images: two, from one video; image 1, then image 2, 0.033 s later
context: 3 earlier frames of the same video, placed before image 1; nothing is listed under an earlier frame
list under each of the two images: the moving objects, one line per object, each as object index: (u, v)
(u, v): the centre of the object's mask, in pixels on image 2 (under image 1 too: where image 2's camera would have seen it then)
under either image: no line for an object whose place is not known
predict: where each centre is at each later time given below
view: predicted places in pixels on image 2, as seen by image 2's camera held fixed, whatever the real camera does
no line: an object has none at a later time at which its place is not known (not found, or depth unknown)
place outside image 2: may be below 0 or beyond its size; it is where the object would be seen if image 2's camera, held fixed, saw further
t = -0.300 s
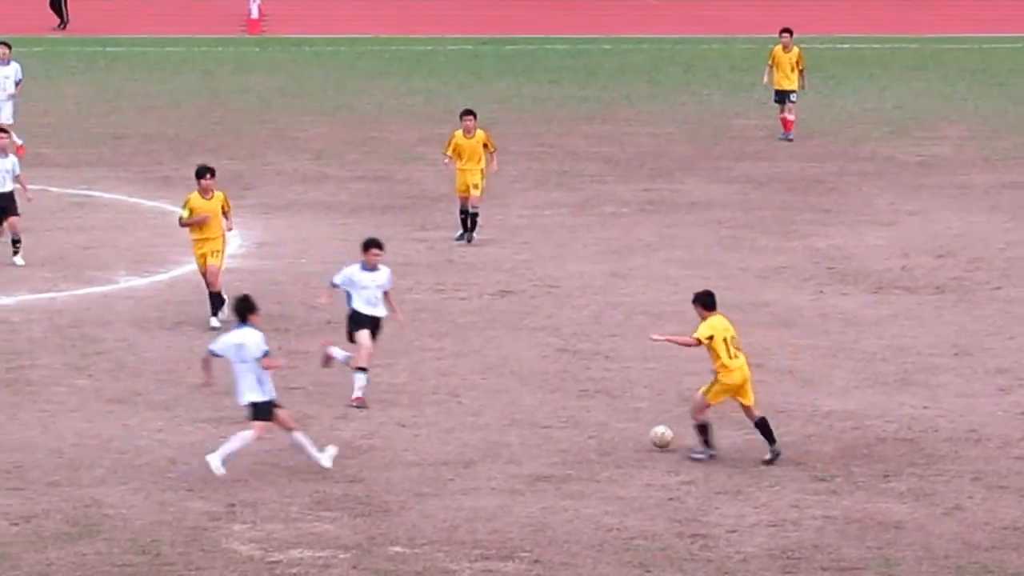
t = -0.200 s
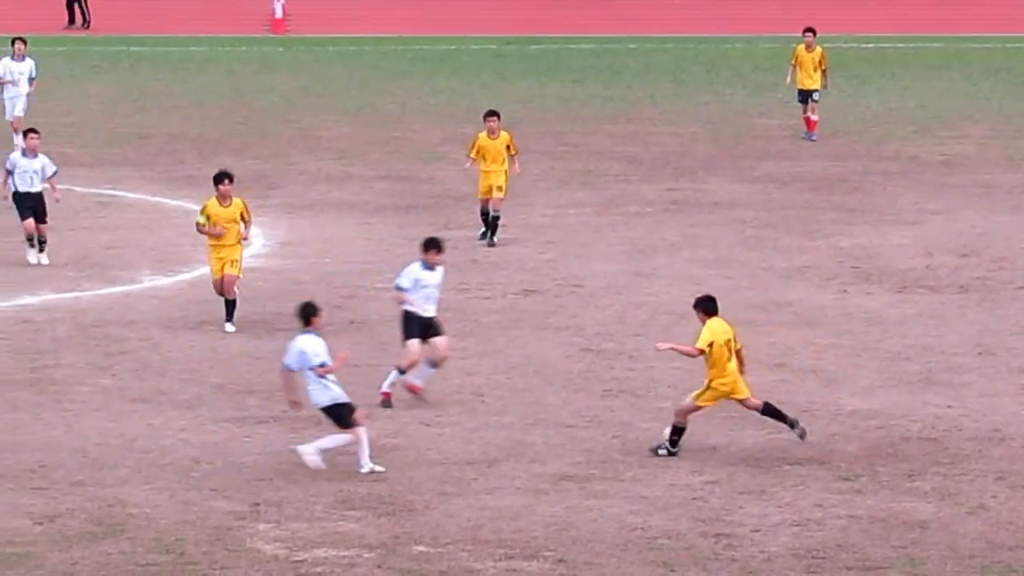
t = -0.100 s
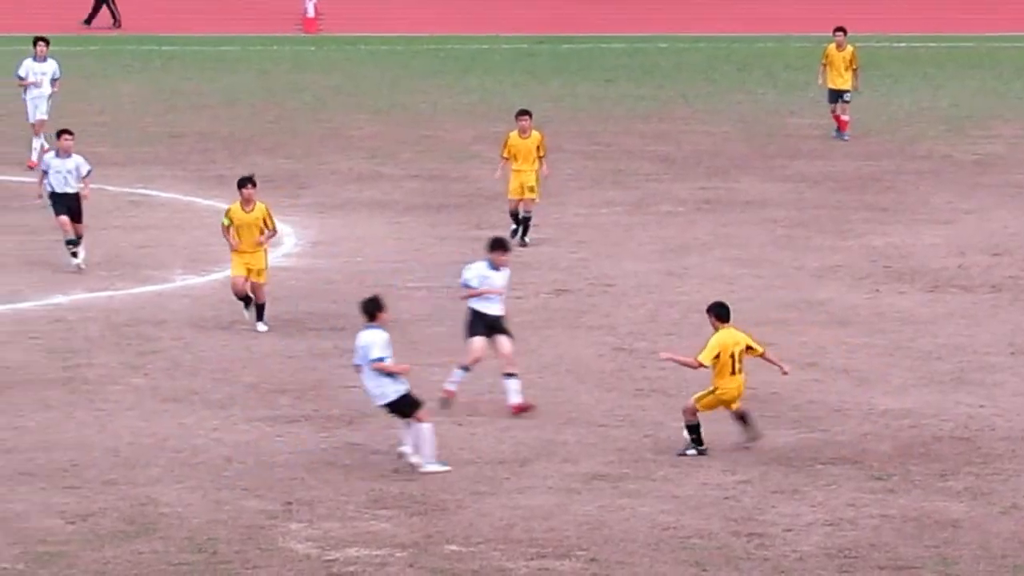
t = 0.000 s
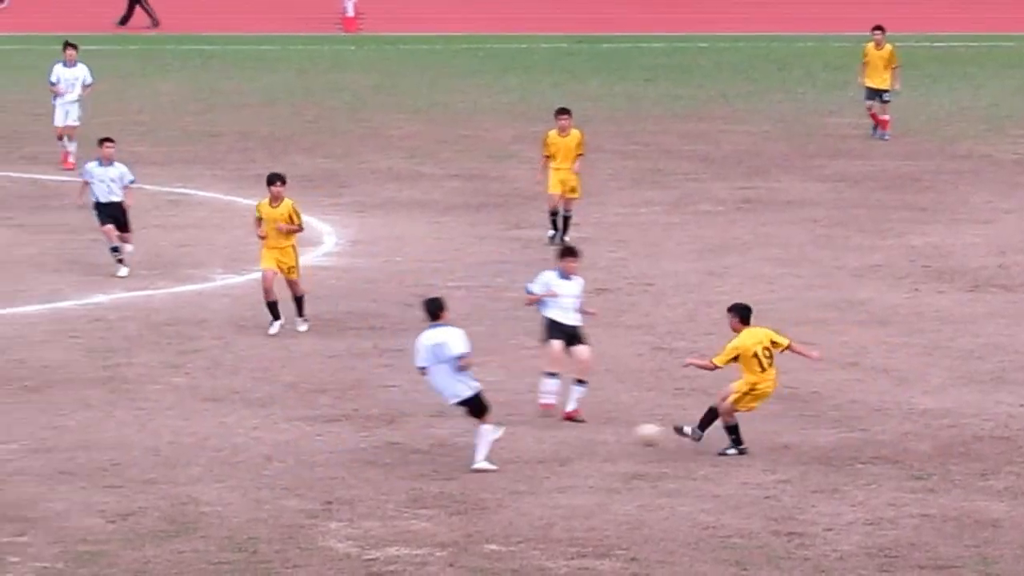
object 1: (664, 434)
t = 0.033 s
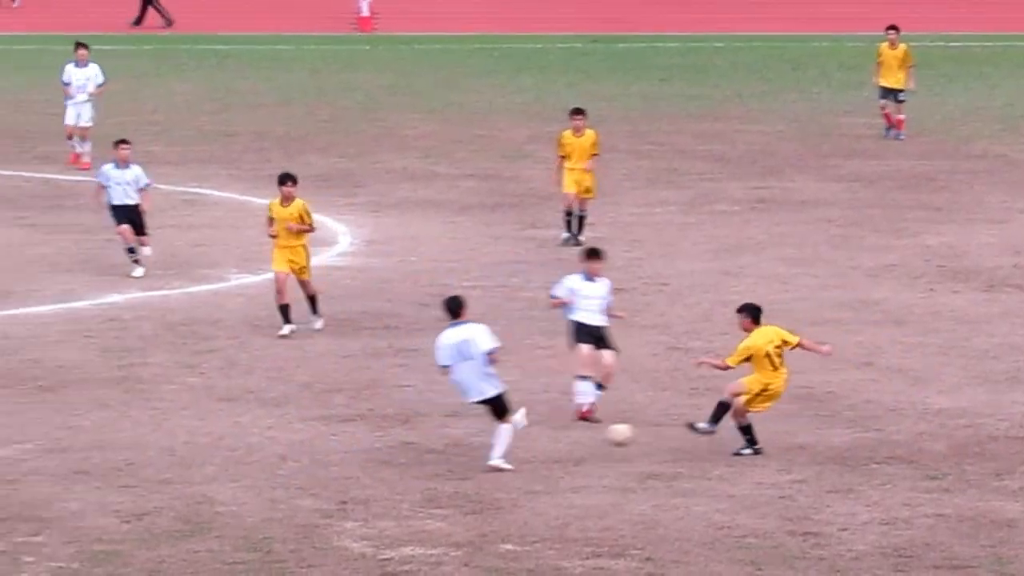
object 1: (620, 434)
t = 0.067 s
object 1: (578, 435)
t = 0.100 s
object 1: (532, 439)
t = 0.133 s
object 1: (488, 442)
